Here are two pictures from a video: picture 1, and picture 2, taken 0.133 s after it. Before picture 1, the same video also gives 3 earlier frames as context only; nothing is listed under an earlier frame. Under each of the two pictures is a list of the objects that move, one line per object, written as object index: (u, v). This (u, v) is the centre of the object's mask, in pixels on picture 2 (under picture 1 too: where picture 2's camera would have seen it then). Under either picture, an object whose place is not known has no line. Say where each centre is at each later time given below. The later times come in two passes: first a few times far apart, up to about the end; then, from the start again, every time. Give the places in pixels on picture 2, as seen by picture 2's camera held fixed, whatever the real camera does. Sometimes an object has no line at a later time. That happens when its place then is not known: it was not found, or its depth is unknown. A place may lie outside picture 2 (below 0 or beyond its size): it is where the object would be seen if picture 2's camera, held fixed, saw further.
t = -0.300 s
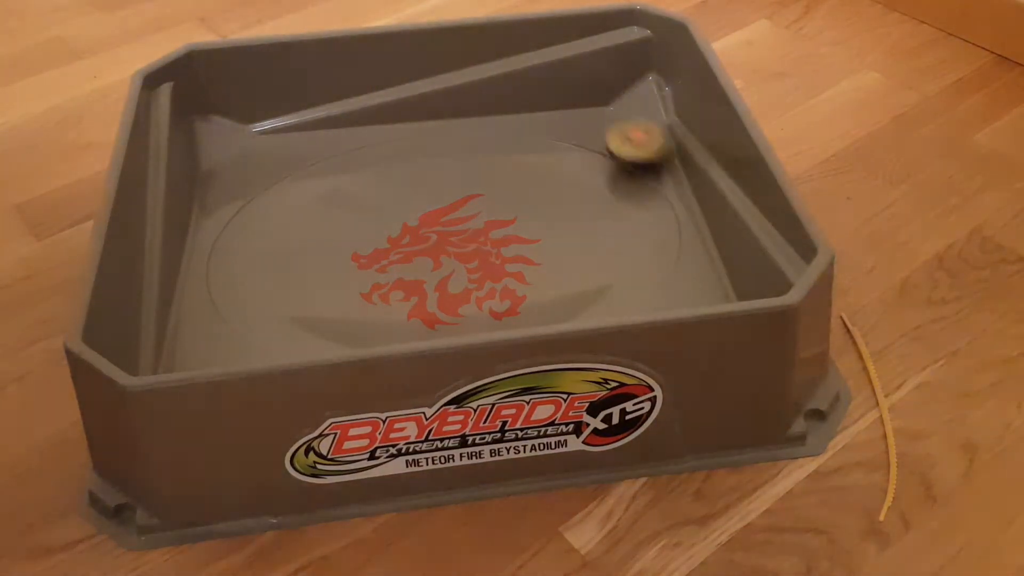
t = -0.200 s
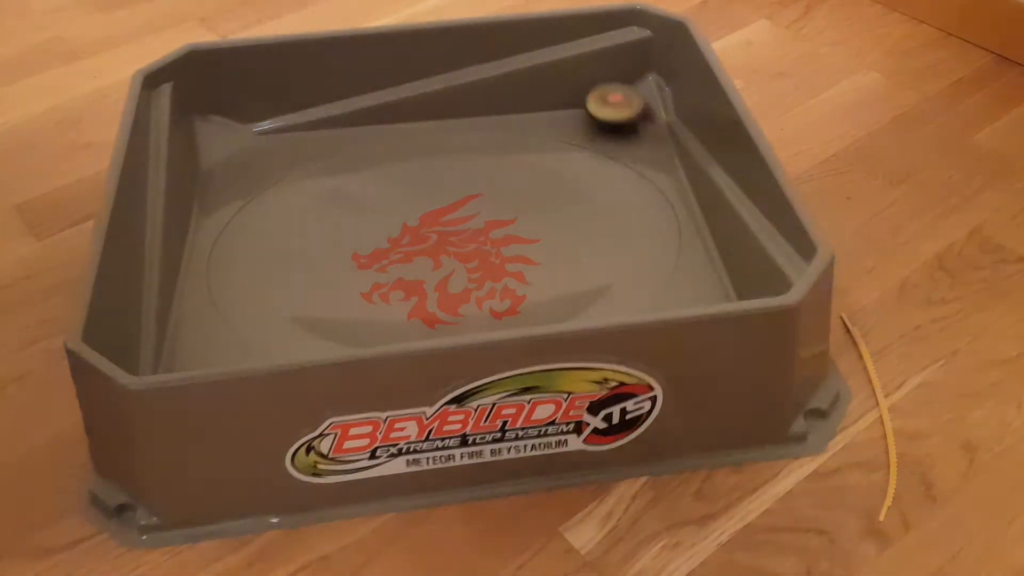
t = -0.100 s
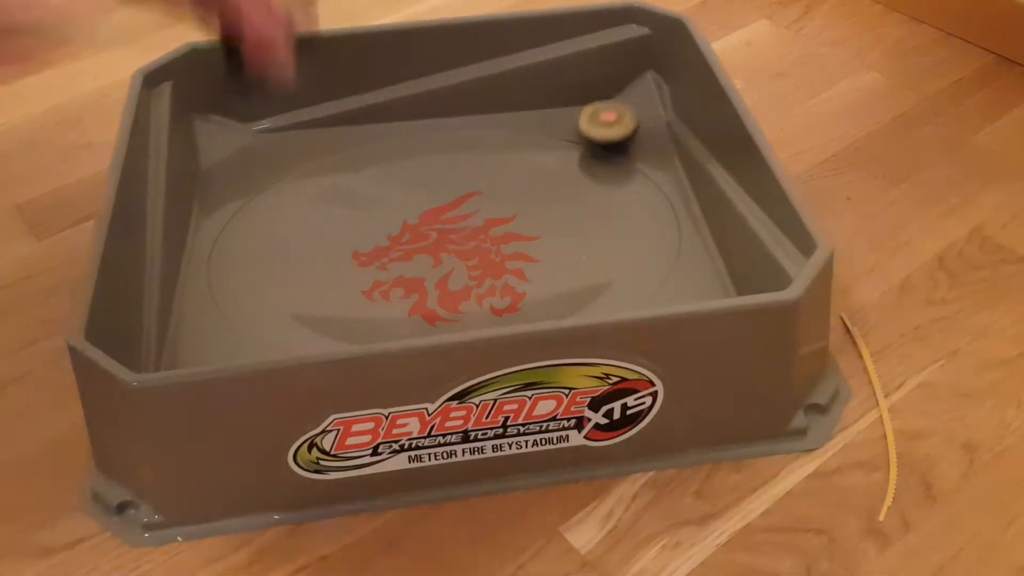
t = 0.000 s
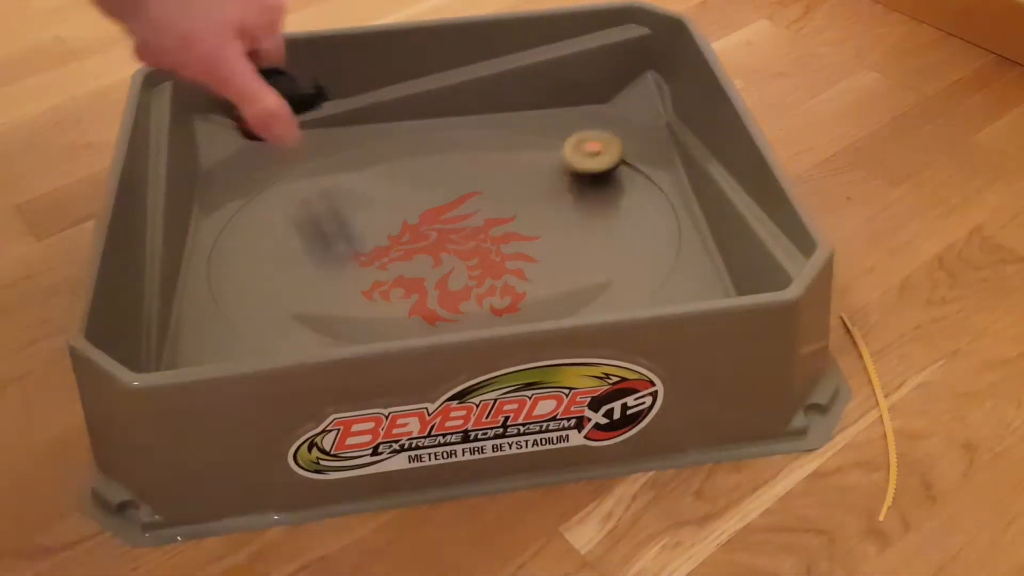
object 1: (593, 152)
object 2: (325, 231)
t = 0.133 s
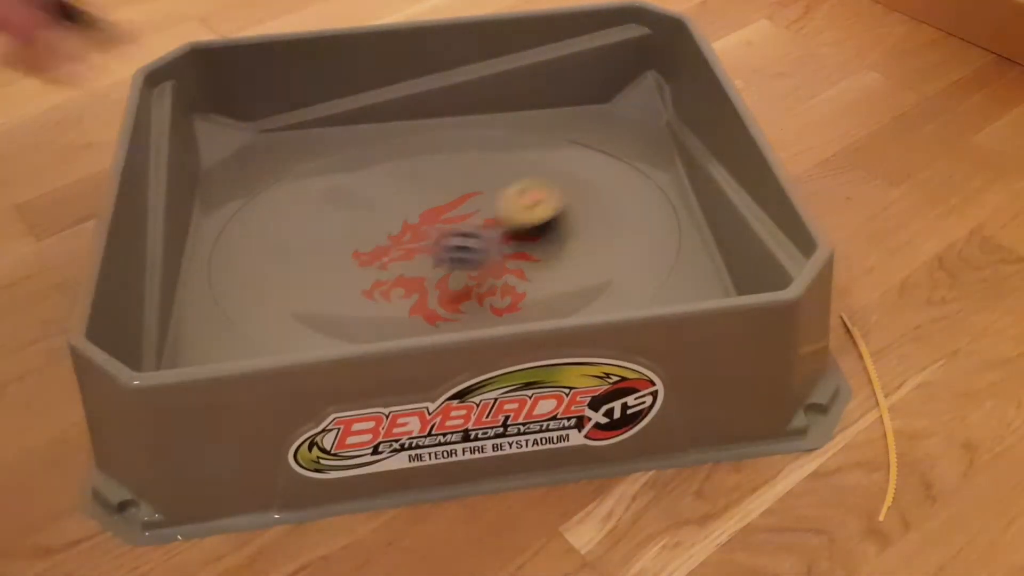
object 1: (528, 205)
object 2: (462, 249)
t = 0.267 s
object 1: (457, 202)
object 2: (522, 274)
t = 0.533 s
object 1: (361, 271)
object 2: (524, 212)
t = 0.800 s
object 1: (539, 296)
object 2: (358, 214)
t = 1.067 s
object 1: (618, 144)
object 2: (379, 320)
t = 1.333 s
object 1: (447, 136)
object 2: (598, 240)
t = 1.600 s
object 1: (274, 282)
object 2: (477, 148)
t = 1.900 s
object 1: (484, 324)
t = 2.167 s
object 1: (668, 250)
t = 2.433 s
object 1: (579, 130)
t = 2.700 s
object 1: (379, 133)
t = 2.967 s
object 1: (216, 238)
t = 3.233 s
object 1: (352, 335)
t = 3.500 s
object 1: (600, 290)
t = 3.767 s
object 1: (648, 168)
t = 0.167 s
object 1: (509, 211)
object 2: (492, 259)
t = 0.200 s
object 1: (493, 206)
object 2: (503, 261)
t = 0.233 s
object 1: (477, 204)
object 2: (514, 271)
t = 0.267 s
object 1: (457, 202)
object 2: (522, 274)
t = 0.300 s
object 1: (438, 203)
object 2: (529, 273)
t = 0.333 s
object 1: (419, 207)
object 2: (535, 269)
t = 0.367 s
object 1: (400, 213)
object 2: (538, 264)
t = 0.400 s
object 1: (385, 222)
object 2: (541, 256)
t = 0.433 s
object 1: (373, 232)
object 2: (542, 247)
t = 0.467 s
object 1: (366, 244)
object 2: (539, 235)
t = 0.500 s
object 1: (361, 259)
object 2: (533, 224)
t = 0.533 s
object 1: (361, 271)
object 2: (524, 212)
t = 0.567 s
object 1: (366, 285)
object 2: (510, 201)
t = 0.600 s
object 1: (378, 296)
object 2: (494, 195)
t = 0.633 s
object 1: (395, 307)
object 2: (473, 188)
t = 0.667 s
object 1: (417, 311)
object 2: (452, 187)
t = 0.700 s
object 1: (444, 311)
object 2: (427, 188)
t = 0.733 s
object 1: (474, 309)
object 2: (404, 194)
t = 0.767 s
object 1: (508, 304)
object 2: (382, 201)
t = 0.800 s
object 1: (539, 296)
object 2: (358, 214)
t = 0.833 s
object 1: (569, 282)
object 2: (341, 228)
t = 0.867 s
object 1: (597, 262)
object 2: (325, 245)
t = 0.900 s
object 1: (616, 238)
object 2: (316, 260)
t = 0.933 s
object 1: (629, 214)
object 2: (315, 276)
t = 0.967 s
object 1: (636, 190)
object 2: (321, 293)
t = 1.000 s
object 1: (636, 170)
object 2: (332, 306)
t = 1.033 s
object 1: (634, 154)
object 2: (354, 317)
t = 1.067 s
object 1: (618, 144)
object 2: (379, 320)
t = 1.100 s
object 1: (599, 141)
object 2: (411, 319)
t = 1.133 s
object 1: (578, 134)
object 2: (442, 316)
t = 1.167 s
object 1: (559, 132)
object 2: (480, 312)
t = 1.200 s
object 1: (540, 130)
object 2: (512, 304)
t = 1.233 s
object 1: (517, 128)
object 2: (545, 296)
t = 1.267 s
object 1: (494, 130)
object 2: (571, 279)
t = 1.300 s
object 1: (473, 131)
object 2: (587, 260)
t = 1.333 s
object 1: (447, 136)
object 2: (598, 240)
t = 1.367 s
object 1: (424, 141)
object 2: (601, 219)
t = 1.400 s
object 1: (396, 151)
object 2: (600, 202)
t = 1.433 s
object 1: (368, 167)
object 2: (592, 185)
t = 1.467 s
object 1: (342, 184)
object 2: (576, 170)
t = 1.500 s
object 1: (314, 206)
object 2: (556, 159)
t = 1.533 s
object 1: (293, 233)
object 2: (534, 151)
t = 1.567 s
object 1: (278, 258)
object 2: (506, 148)
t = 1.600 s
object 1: (274, 282)
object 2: (477, 148)
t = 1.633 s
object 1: (276, 306)
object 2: (445, 152)
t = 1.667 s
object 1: (283, 326)
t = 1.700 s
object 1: (299, 334)
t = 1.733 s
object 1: (331, 335)
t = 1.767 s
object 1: (359, 334)
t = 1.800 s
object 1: (388, 334)
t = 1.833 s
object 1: (417, 332)
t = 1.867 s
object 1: (454, 328)
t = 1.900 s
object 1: (484, 324)
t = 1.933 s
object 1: (515, 319)
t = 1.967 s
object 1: (544, 313)
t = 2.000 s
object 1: (574, 307)
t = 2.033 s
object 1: (602, 300)
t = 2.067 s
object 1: (624, 290)
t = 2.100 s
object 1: (642, 280)
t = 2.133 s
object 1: (657, 265)
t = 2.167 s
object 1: (668, 250)
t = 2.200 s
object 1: (673, 233)
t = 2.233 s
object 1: (674, 217)
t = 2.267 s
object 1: (673, 202)
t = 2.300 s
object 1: (653, 171)
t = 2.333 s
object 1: (639, 158)
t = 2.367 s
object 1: (619, 146)
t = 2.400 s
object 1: (600, 138)
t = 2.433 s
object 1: (579, 130)
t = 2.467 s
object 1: (555, 124)
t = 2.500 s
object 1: (531, 120)
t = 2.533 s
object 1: (506, 118)
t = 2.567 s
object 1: (481, 118)
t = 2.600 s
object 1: (455, 119)
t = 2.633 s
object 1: (430, 122)
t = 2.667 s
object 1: (404, 127)
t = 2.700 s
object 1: (379, 133)
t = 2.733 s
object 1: (354, 142)
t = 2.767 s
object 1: (329, 152)
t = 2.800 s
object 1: (306, 161)
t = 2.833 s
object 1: (283, 174)
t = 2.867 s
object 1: (262, 188)
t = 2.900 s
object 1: (243, 203)
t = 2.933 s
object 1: (228, 219)
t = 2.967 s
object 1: (216, 238)
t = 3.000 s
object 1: (207, 257)
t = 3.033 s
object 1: (213, 275)
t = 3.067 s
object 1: (223, 295)
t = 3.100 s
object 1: (244, 313)
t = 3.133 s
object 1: (269, 325)
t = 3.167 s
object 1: (291, 332)
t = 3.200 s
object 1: (315, 336)
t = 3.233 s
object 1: (352, 335)
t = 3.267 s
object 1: (386, 334)
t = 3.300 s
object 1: (415, 333)
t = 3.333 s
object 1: (452, 327)
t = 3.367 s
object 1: (485, 321)
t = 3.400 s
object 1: (519, 314)
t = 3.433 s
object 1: (546, 308)
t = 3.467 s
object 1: (577, 300)
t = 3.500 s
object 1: (600, 290)
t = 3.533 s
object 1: (617, 278)
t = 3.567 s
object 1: (634, 263)
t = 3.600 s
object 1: (645, 247)
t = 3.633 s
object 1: (654, 232)
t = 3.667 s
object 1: (658, 215)
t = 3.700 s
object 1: (658, 198)
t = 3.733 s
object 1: (655, 182)
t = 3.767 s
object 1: (648, 168)
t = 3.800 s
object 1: (635, 152)
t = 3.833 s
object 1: (616, 145)
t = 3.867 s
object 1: (598, 137)
